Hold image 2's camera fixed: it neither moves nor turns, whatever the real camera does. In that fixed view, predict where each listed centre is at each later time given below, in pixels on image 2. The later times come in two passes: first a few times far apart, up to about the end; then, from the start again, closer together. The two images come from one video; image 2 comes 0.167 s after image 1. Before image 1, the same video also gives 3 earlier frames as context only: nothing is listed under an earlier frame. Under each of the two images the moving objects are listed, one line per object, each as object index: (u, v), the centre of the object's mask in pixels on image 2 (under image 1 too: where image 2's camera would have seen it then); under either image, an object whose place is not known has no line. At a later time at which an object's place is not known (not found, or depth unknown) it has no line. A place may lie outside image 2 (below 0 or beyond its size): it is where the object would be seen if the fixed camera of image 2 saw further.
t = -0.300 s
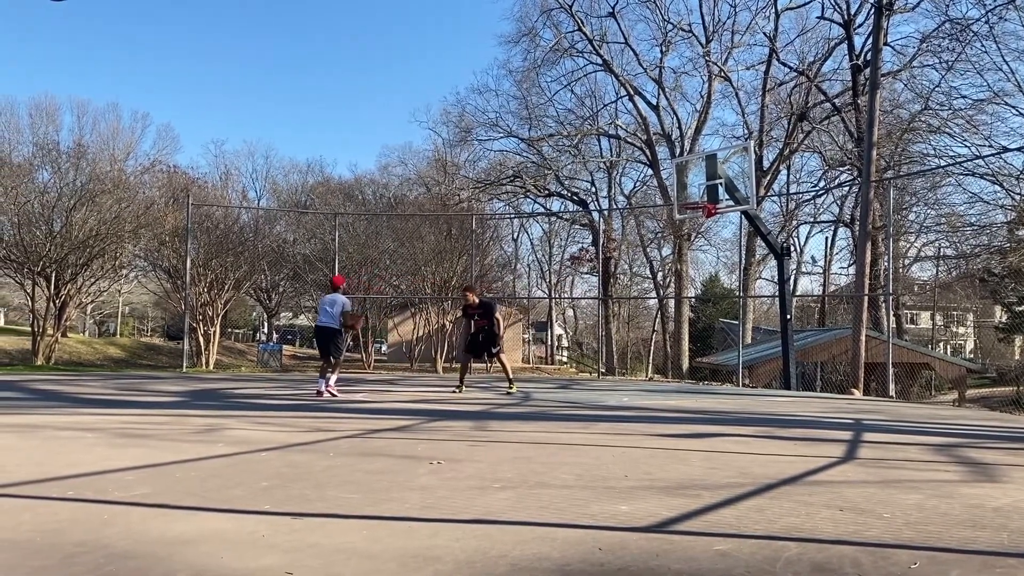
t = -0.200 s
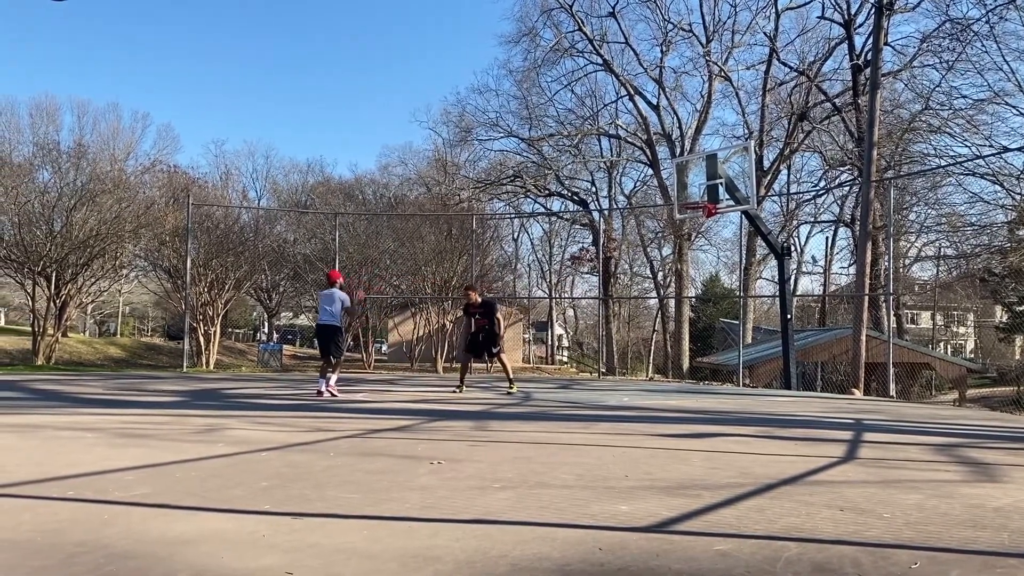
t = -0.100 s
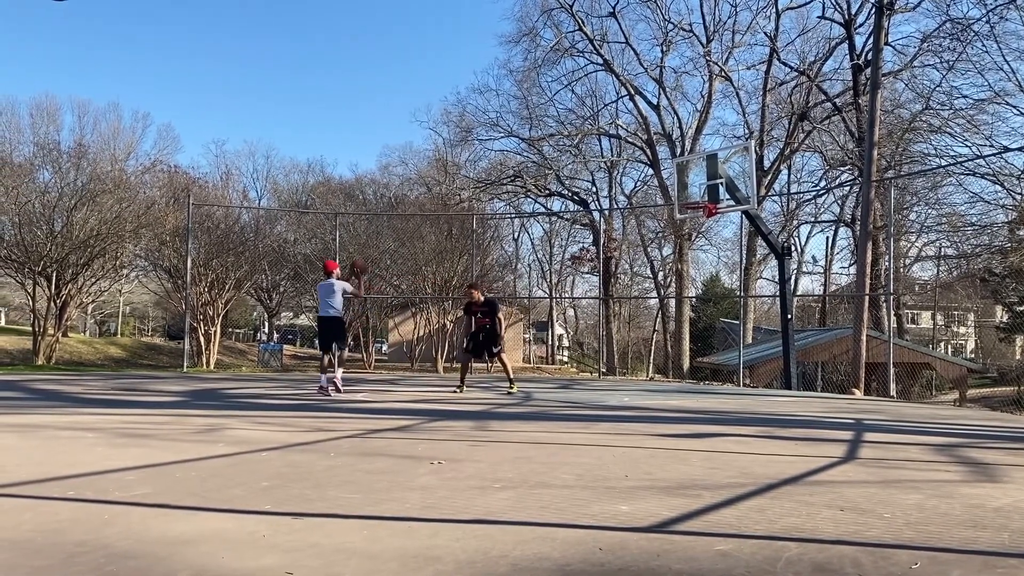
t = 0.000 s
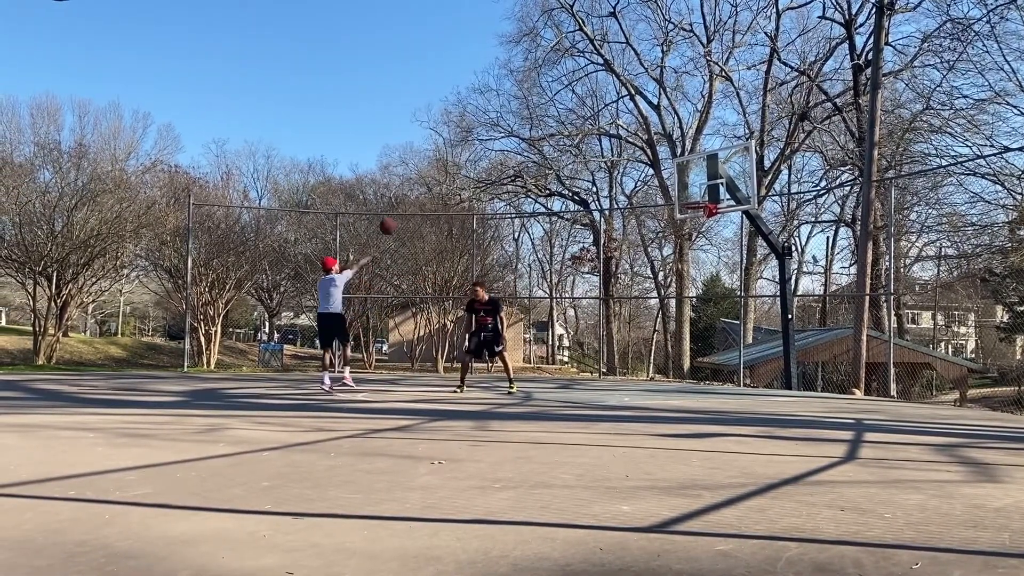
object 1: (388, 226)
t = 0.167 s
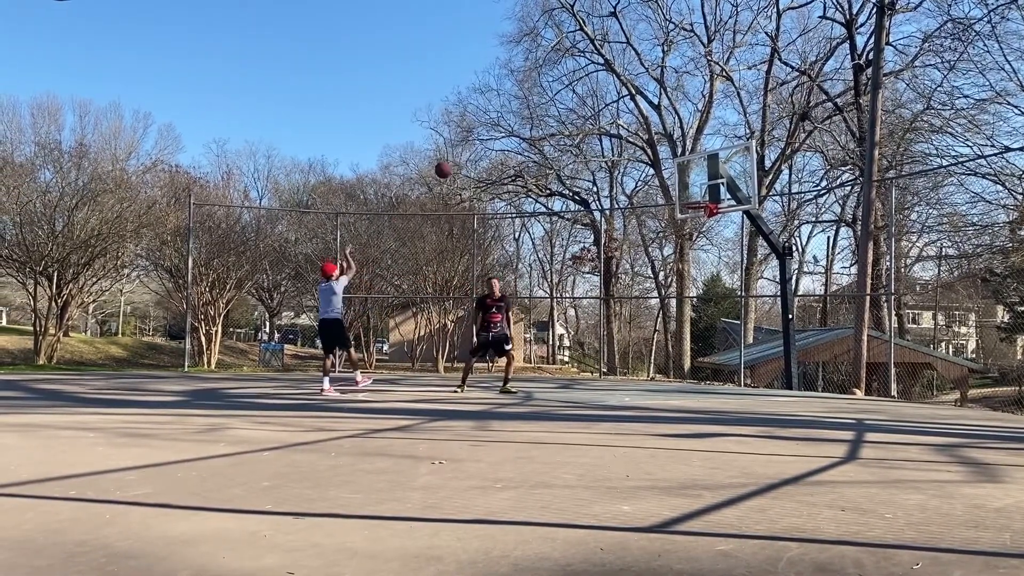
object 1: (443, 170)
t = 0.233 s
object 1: (463, 153)
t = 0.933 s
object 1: (653, 156)
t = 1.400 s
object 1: (699, 223)
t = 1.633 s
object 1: (692, 234)
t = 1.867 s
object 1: (689, 263)
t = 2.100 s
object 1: (685, 325)
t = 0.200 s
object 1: (453, 161)
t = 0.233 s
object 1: (463, 153)
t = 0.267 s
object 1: (474, 146)
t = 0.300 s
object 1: (484, 140)
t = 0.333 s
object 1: (494, 135)
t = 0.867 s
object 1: (637, 143)
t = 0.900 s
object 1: (645, 148)
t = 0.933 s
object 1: (653, 156)
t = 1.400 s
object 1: (699, 223)
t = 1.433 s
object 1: (699, 225)
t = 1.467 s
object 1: (697, 226)
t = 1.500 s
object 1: (694, 232)
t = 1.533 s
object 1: (693, 233)
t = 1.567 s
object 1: (693, 233)
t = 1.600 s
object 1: (693, 233)
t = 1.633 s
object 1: (692, 234)
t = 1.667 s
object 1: (692, 235)
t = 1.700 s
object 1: (691, 238)
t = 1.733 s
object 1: (690, 242)
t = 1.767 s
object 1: (690, 246)
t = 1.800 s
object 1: (689, 251)
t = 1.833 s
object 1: (689, 257)
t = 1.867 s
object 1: (689, 263)
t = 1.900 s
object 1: (688, 270)
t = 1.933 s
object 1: (687, 277)
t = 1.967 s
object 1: (687, 286)
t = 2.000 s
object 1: (688, 296)
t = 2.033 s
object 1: (687, 305)
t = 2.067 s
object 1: (686, 315)
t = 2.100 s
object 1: (685, 325)
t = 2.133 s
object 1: (685, 338)
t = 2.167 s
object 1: (685, 350)
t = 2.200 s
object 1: (685, 363)
